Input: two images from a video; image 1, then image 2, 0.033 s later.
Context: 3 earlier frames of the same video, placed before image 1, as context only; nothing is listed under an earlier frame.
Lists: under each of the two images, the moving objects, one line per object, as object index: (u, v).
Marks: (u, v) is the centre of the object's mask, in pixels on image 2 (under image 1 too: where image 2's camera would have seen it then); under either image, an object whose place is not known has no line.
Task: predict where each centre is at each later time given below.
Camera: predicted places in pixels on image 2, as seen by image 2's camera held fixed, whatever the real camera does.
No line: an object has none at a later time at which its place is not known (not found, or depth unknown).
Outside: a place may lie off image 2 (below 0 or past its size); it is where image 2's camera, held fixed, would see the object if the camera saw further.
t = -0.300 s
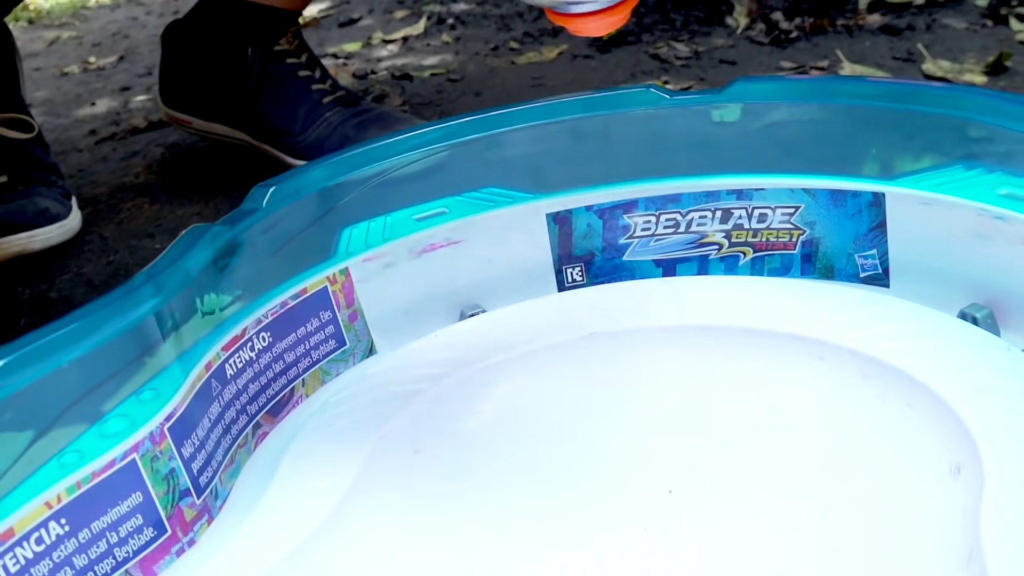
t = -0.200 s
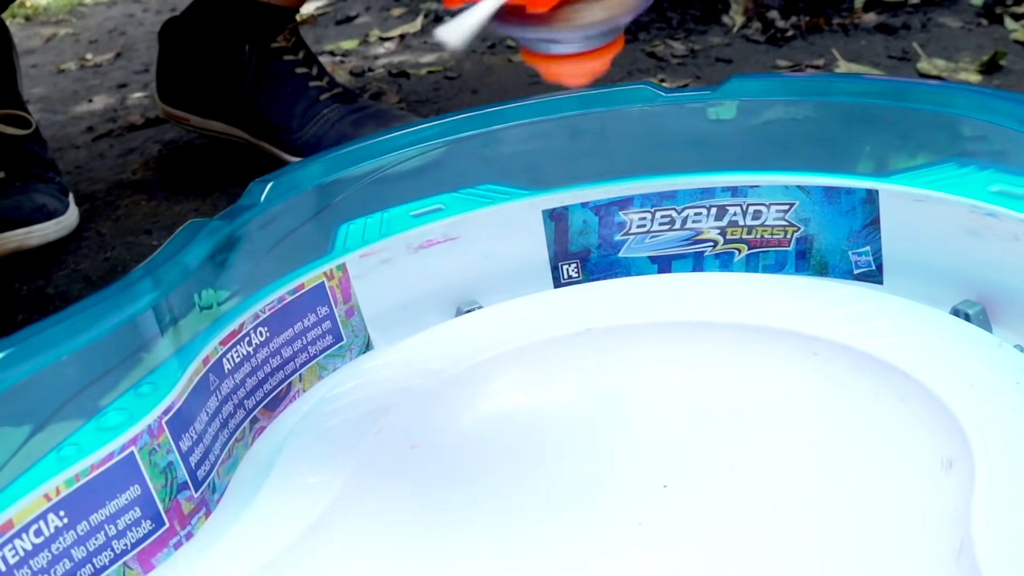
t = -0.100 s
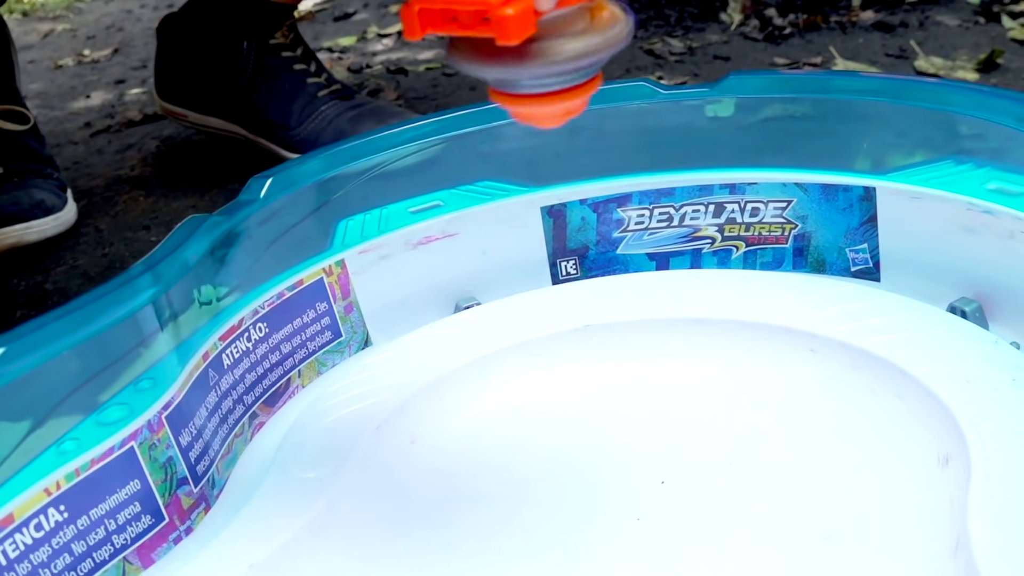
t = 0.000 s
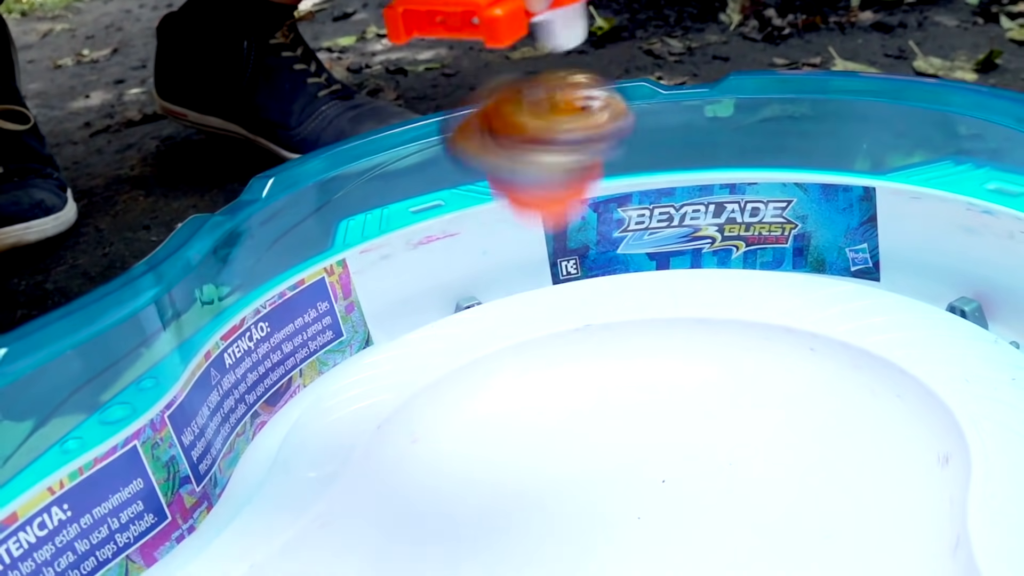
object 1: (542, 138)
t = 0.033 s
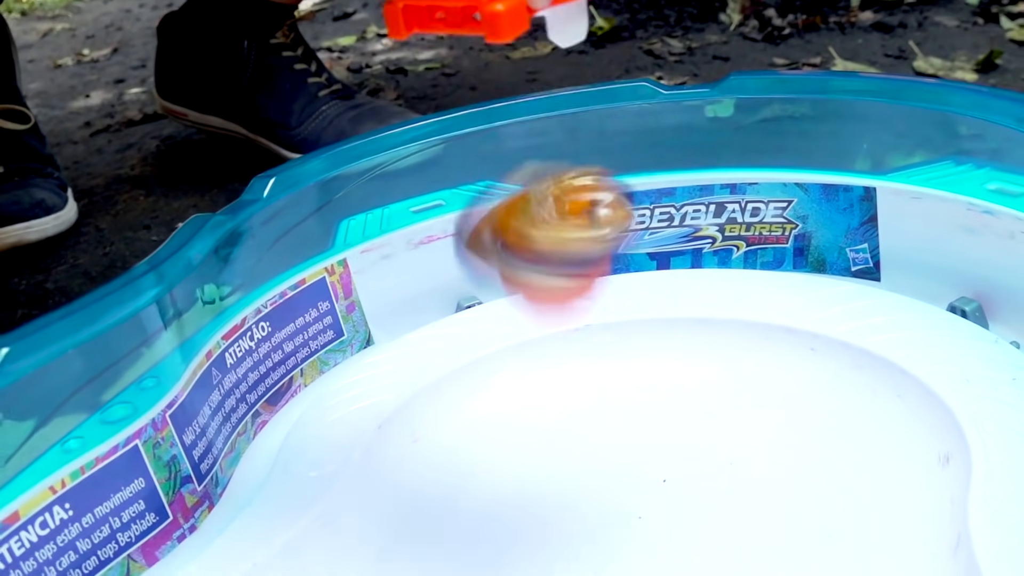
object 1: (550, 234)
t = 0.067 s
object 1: (562, 362)
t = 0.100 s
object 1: (571, 491)
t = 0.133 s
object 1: (571, 471)
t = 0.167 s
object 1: (575, 476)
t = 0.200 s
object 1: (580, 507)
